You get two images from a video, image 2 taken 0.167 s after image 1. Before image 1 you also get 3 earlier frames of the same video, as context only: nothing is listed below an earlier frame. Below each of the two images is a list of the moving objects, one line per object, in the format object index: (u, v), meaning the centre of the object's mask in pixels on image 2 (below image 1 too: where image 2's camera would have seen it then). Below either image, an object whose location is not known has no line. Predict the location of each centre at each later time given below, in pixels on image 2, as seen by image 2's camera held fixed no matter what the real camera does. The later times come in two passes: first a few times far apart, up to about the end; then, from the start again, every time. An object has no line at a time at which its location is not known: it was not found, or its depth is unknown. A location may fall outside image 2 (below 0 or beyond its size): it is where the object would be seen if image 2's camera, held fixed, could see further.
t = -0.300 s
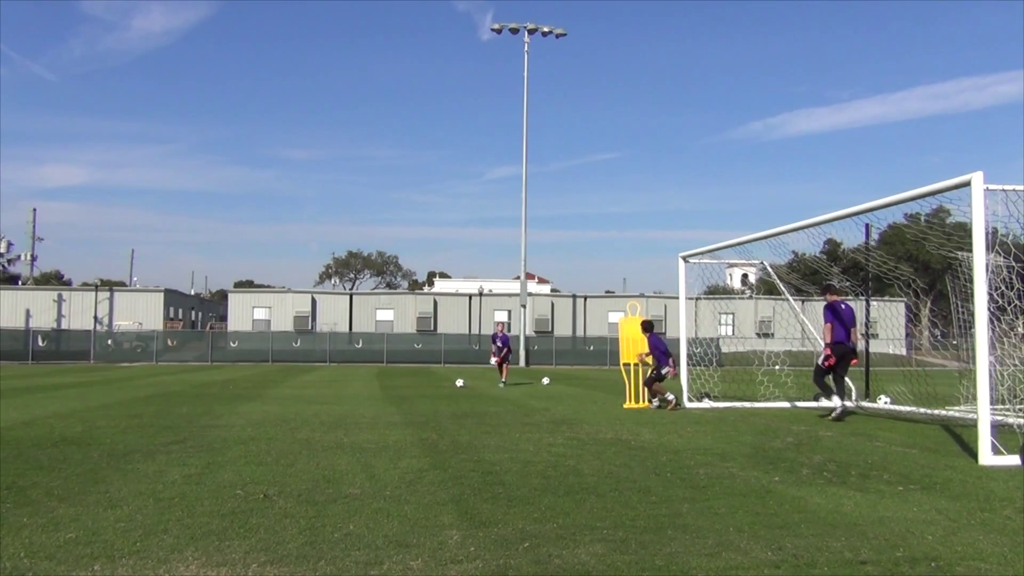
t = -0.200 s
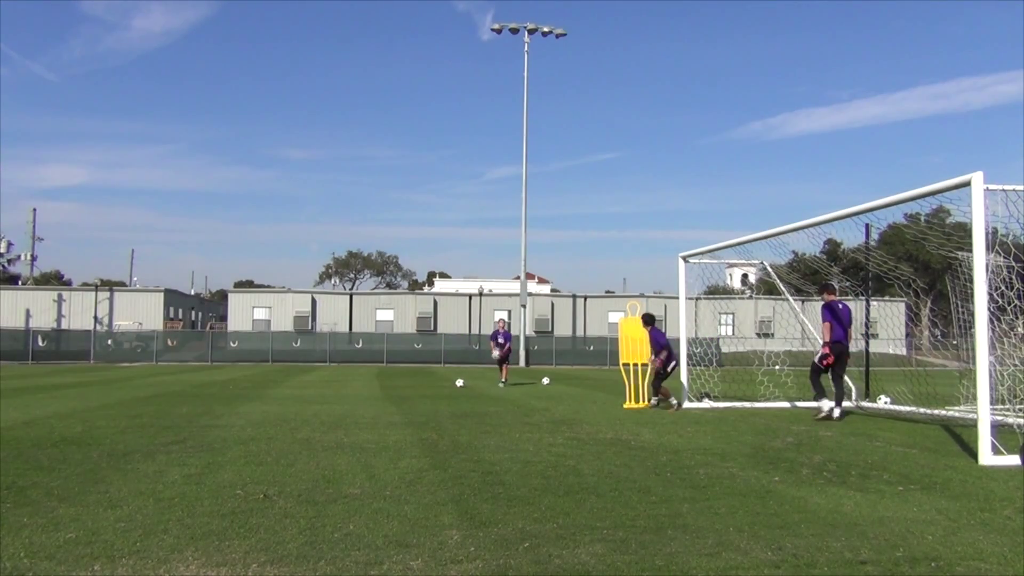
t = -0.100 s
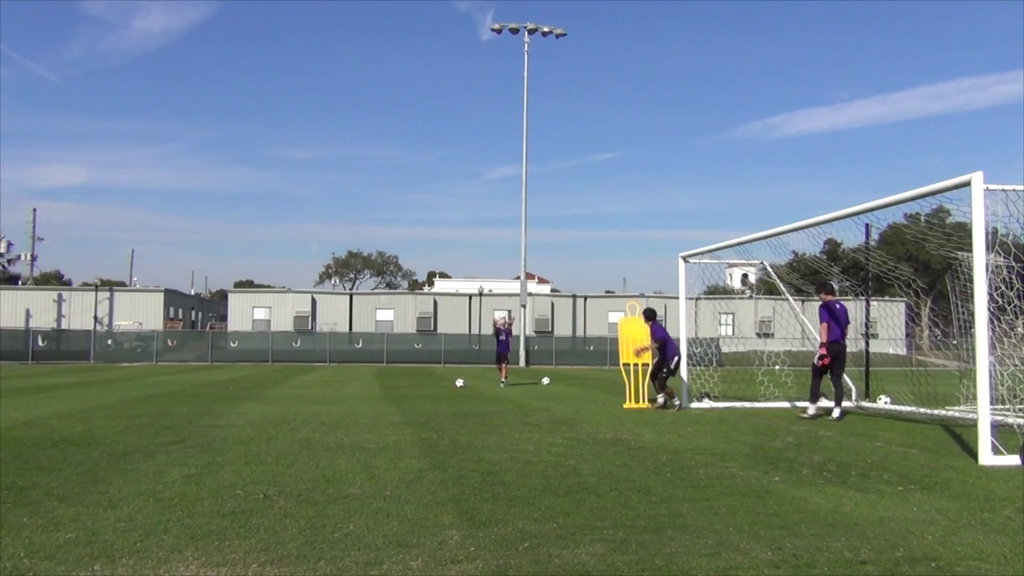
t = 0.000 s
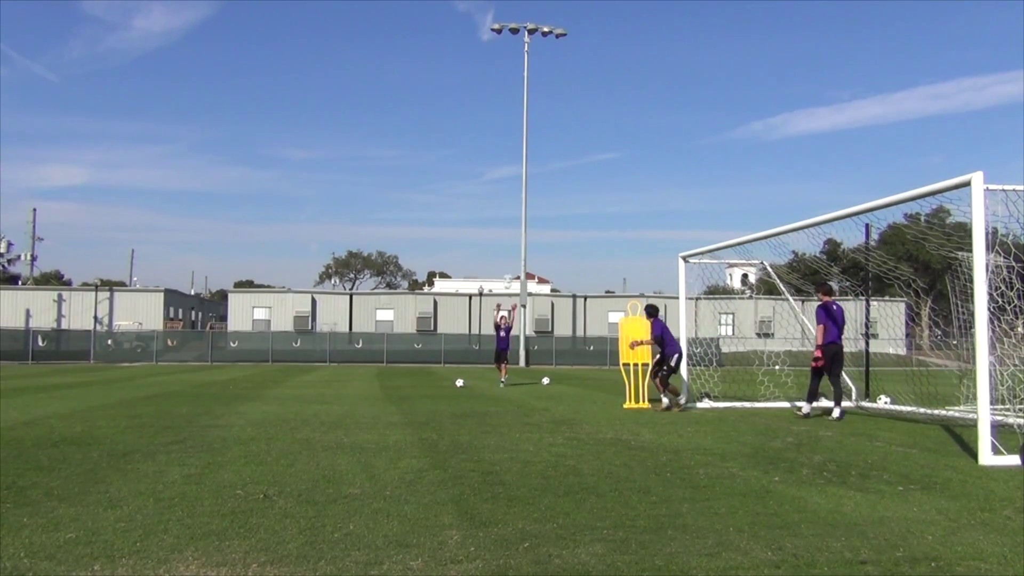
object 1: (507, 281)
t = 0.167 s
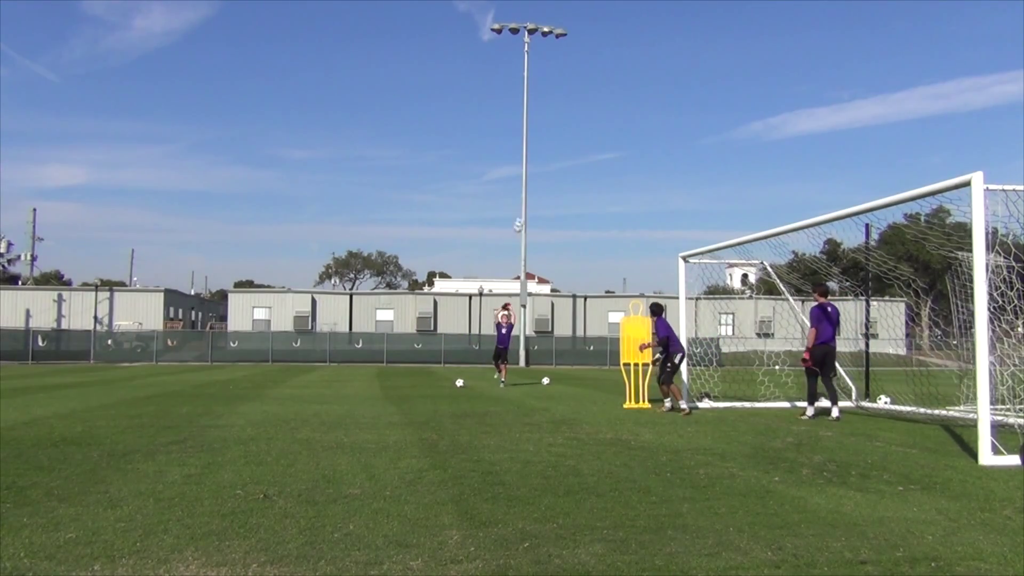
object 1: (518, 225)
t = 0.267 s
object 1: (525, 194)
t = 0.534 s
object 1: (546, 127)
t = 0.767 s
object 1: (568, 87)
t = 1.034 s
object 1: (600, 72)
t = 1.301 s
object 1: (640, 101)
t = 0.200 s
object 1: (520, 214)
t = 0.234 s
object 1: (523, 204)
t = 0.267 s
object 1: (525, 194)
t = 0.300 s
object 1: (528, 185)
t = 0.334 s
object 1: (530, 175)
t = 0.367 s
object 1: (533, 167)
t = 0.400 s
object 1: (535, 158)
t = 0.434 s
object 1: (537, 149)
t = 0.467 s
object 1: (540, 141)
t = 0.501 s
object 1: (543, 134)
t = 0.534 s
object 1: (546, 127)
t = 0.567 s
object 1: (549, 120)
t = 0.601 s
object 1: (552, 114)
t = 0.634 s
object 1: (555, 107)
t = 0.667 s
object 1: (558, 102)
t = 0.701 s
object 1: (561, 96)
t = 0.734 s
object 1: (564, 92)
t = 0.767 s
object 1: (568, 87)
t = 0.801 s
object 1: (571, 83)
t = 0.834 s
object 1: (575, 80)
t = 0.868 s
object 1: (579, 77)
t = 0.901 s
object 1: (583, 75)
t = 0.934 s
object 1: (587, 73)
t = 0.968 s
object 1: (591, 72)
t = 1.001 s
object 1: (595, 72)
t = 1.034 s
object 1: (600, 72)
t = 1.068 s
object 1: (604, 73)
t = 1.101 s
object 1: (609, 74)
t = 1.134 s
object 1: (613, 77)
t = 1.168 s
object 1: (618, 80)
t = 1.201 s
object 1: (623, 84)
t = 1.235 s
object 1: (629, 88)
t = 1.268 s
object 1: (634, 94)
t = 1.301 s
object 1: (640, 101)
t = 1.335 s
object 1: (645, 109)
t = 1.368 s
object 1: (651, 117)
